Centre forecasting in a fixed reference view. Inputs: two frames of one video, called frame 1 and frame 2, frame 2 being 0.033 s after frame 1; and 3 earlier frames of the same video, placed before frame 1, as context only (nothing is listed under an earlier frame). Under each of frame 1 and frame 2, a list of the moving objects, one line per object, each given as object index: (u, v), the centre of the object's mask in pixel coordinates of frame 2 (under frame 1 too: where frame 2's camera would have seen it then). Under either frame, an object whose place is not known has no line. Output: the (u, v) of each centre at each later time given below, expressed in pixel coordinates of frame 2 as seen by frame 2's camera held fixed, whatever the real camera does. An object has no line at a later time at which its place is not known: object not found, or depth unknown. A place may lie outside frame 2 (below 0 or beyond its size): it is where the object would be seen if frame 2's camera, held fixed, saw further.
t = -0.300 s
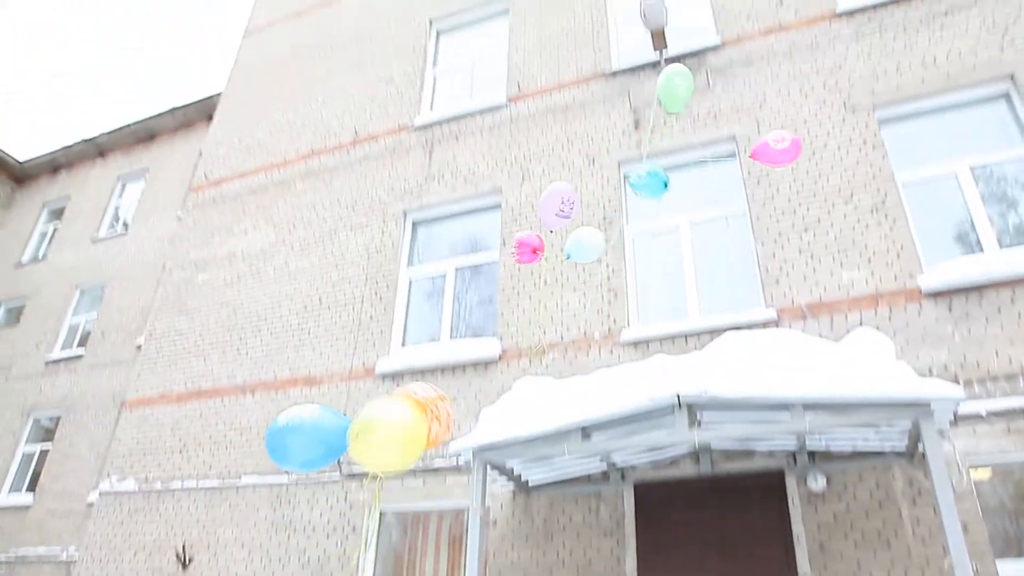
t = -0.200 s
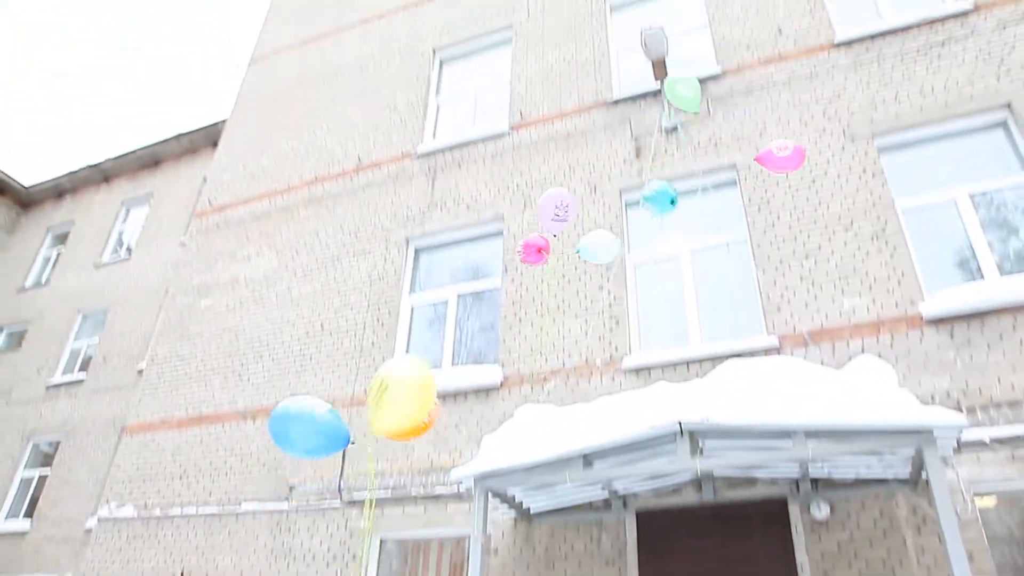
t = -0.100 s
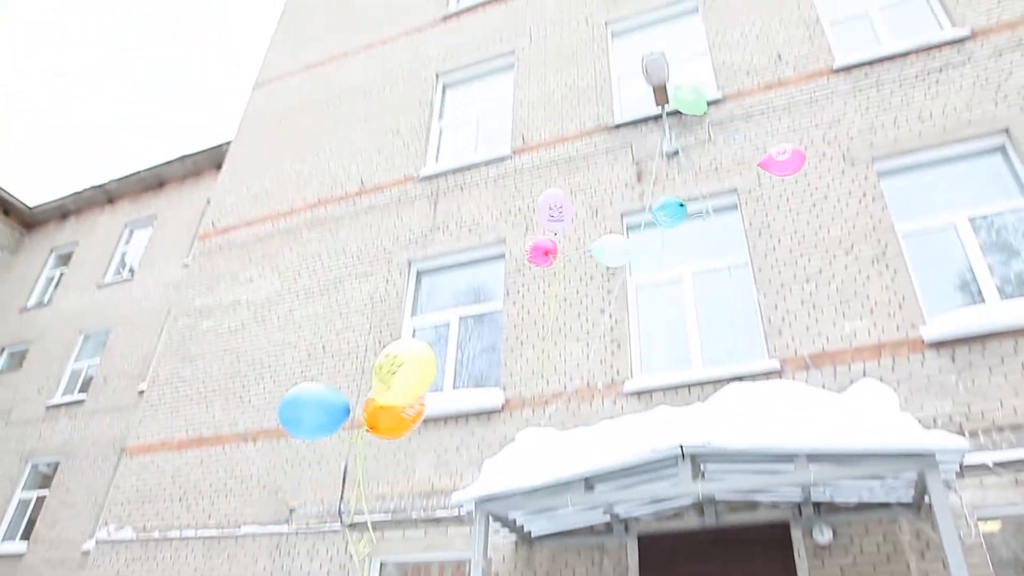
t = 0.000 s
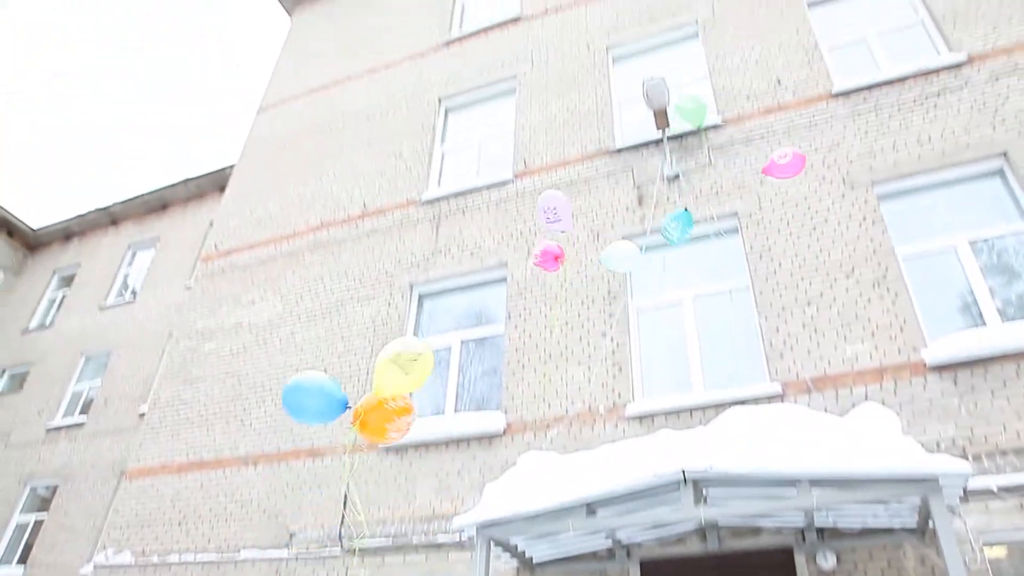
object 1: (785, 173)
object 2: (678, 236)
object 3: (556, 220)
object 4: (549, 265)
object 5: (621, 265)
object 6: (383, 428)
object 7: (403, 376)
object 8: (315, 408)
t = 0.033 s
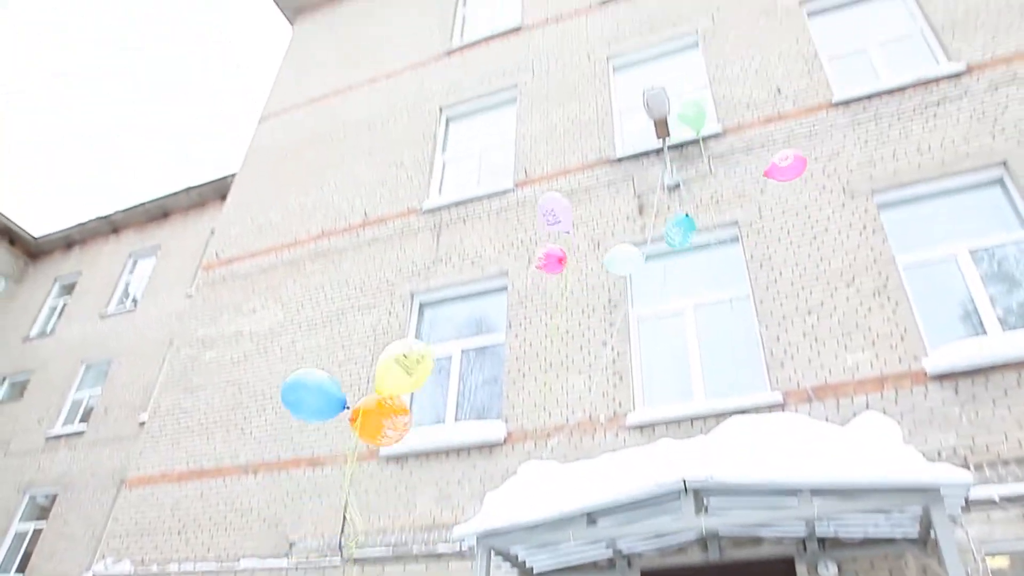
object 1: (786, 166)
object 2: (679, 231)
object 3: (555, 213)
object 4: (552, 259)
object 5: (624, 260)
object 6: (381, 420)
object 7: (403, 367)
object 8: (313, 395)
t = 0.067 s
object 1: (787, 159)
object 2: (681, 227)
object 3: (557, 206)
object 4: (552, 255)
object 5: (624, 254)
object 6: (378, 414)
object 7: (402, 361)
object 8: (312, 384)
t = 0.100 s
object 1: (787, 153)
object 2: (682, 223)
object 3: (558, 200)
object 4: (554, 250)
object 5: (625, 247)
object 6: (375, 407)
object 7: (402, 354)
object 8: (311, 372)
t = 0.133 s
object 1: (786, 148)
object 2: (683, 220)
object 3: (559, 195)
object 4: (556, 245)
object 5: (625, 242)
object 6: (371, 401)
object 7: (402, 348)
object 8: (311, 362)
